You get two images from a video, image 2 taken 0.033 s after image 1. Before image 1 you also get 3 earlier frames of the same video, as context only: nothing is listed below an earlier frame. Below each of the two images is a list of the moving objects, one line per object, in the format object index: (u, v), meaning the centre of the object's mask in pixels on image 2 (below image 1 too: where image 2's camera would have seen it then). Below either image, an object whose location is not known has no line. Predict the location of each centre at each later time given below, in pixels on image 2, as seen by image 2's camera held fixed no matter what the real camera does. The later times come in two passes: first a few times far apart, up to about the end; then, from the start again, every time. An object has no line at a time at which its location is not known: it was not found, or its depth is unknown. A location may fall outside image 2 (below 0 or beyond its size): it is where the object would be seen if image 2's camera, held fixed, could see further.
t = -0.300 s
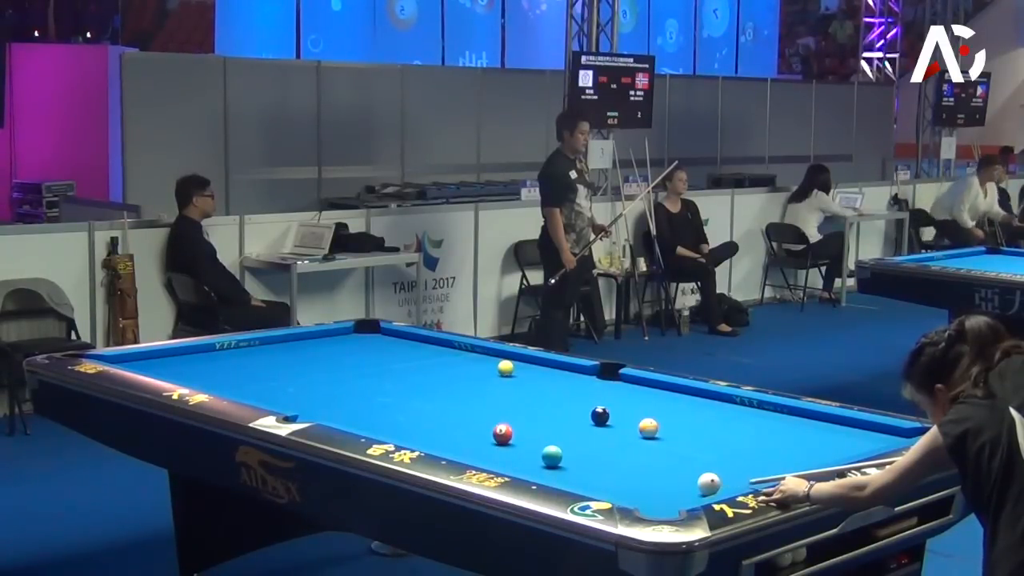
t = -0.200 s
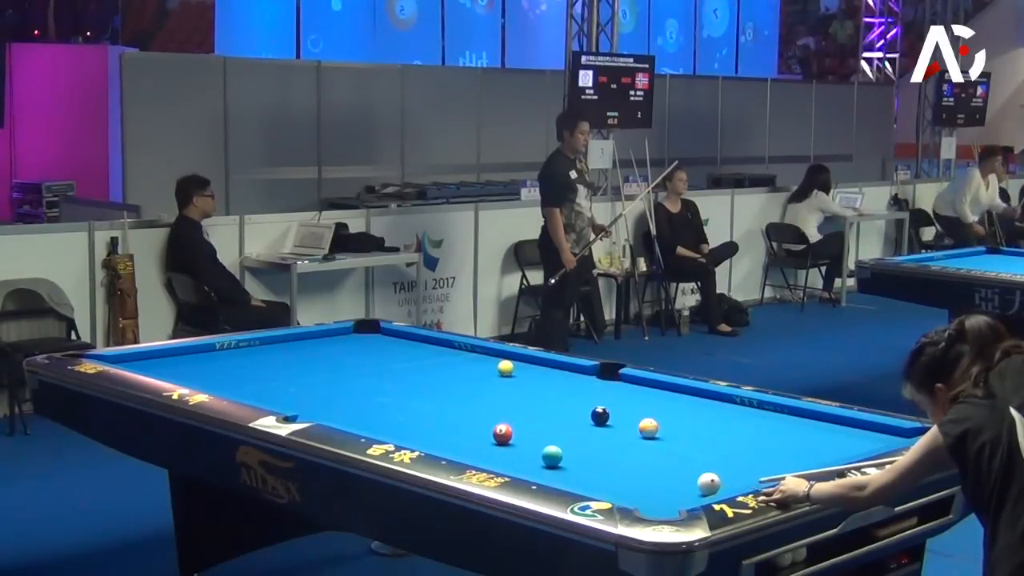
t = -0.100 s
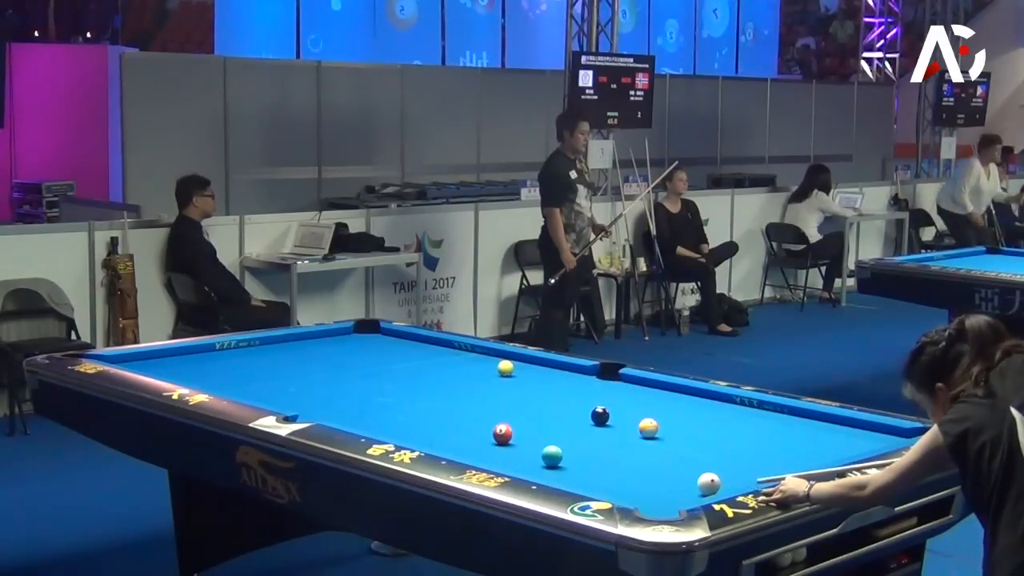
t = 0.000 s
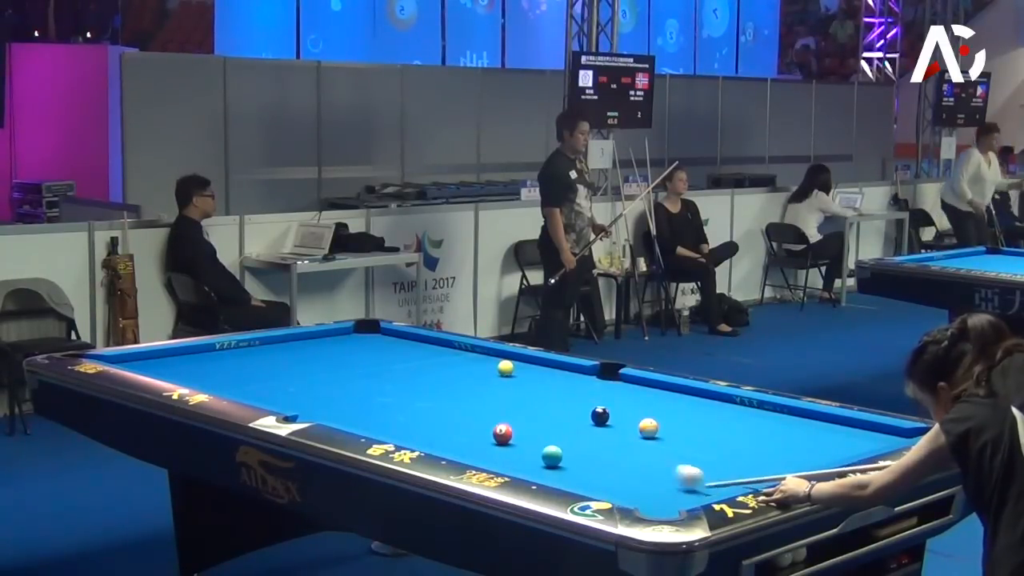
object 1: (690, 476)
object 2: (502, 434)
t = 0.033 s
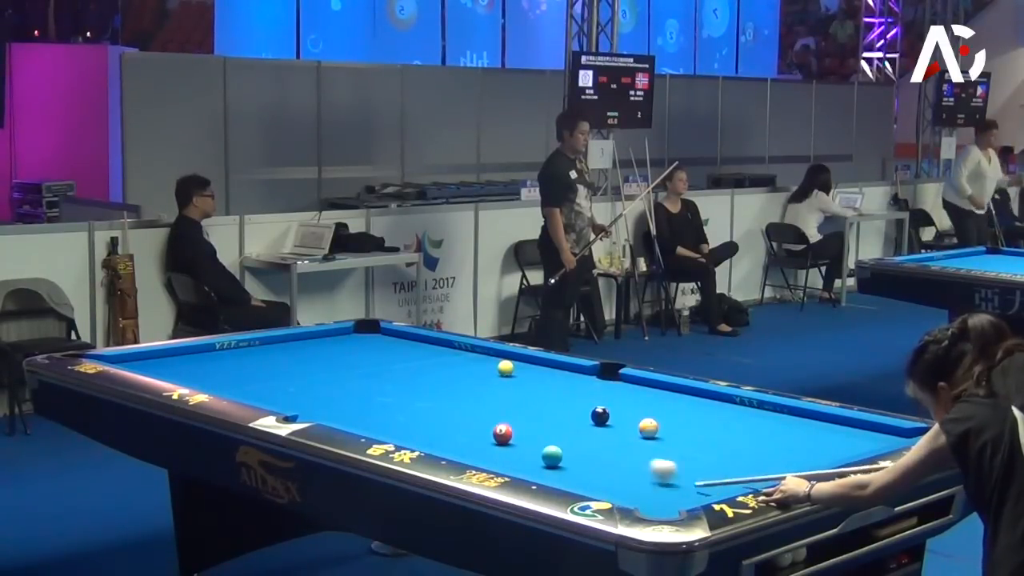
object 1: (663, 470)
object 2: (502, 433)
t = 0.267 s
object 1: (520, 436)
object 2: (498, 433)
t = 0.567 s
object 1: (531, 428)
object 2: (360, 410)
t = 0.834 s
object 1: (539, 422)
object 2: (272, 395)
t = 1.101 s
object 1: (547, 416)
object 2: (194, 379)
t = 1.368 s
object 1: (553, 411)
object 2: (135, 366)
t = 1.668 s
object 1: (560, 406)
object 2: (101, 358)
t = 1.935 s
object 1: (566, 402)
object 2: (113, 357)
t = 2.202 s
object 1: (571, 398)
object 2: (123, 359)
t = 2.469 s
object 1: (576, 395)
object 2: (132, 360)
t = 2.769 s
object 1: (580, 392)
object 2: (140, 361)
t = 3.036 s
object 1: (584, 390)
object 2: (146, 361)
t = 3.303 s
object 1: (587, 388)
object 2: (150, 361)
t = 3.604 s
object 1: (591, 386)
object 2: (154, 362)
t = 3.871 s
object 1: (594, 385)
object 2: (154, 362)
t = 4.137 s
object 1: (596, 384)
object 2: (154, 362)
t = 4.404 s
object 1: (597, 383)
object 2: (154, 362)
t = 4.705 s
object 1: (599, 383)
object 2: (154, 362)
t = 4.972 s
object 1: (599, 383)
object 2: (154, 362)
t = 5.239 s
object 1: (598, 383)
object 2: (154, 362)
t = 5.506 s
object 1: (598, 383)
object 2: (154, 362)
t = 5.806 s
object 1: (599, 384)
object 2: (154, 362)
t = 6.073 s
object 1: (599, 383)
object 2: (154, 362)
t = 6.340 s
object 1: (598, 383)
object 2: (154, 362)
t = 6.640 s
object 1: (598, 383)
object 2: (154, 362)
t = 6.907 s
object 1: (598, 383)
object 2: (154, 362)
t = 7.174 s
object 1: (598, 383)
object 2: (154, 362)
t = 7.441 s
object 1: (598, 383)
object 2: (154, 362)
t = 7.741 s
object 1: (598, 383)
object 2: (154, 362)
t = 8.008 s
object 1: (598, 383)
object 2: (154, 362)
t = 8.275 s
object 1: (598, 383)
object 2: (154, 362)
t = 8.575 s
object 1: (598, 383)
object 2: (154, 362)
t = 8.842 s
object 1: (598, 383)
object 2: (154, 362)
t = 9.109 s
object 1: (599, 383)
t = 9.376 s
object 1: (599, 383)
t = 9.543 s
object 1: (599, 383)
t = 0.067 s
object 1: (638, 466)
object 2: (503, 434)
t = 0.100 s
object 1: (614, 460)
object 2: (502, 433)
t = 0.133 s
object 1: (592, 454)
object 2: (502, 433)
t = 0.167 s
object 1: (572, 450)
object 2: (503, 434)
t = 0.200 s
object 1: (552, 440)
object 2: (502, 433)
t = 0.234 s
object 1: (533, 440)
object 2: (502, 434)
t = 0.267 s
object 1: (520, 436)
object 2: (498, 433)
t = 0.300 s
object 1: (522, 435)
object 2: (480, 430)
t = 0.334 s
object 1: (523, 434)
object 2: (462, 427)
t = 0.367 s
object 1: (525, 433)
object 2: (446, 424)
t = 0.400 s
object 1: (526, 433)
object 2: (429, 421)
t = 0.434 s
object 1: (527, 432)
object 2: (414, 419)
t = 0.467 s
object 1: (528, 431)
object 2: (399, 417)
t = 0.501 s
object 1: (529, 430)
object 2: (386, 414)
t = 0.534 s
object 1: (530, 429)
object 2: (373, 412)
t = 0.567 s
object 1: (531, 428)
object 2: (360, 410)
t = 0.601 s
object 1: (532, 428)
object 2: (348, 408)
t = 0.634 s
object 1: (533, 427)
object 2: (337, 406)
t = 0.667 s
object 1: (534, 426)
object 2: (326, 404)
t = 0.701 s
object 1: (535, 425)
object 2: (315, 402)
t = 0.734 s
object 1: (536, 424)
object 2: (304, 401)
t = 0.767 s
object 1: (537, 423)
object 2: (294, 399)
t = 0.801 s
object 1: (538, 423)
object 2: (283, 397)
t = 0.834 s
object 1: (539, 422)
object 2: (272, 395)
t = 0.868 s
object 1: (540, 421)
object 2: (262, 393)
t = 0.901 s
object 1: (541, 421)
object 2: (252, 391)
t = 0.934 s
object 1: (542, 420)
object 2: (242, 389)
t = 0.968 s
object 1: (543, 419)
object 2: (233, 387)
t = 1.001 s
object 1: (544, 418)
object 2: (223, 385)
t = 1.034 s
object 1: (545, 418)
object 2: (213, 383)
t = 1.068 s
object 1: (546, 417)
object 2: (204, 382)
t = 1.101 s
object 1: (547, 416)
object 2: (194, 379)
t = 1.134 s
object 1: (548, 416)
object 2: (185, 378)
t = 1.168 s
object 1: (548, 415)
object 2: (176, 376)
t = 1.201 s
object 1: (549, 415)
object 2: (167, 374)
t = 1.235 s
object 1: (550, 413)
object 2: (158, 372)
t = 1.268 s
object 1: (551, 413)
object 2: (150, 370)
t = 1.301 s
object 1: (552, 412)
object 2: (145, 369)
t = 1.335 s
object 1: (553, 412)
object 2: (140, 367)
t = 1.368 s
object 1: (553, 411)
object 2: (135, 366)
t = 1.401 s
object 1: (554, 411)
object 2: (130, 364)
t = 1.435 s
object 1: (555, 410)
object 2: (125, 363)
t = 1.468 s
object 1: (555, 409)
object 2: (121, 361)
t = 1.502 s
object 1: (557, 409)
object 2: (116, 360)
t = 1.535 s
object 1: (557, 408)
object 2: (111, 358)
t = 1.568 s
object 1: (558, 408)
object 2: (108, 357)
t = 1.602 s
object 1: (559, 407)
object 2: (105, 357)
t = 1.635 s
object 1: (560, 407)
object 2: (102, 358)
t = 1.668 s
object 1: (560, 406)
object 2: (101, 358)
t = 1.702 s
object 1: (561, 405)
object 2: (103, 358)
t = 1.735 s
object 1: (562, 405)
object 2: (105, 358)
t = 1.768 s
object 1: (563, 404)
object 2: (106, 358)
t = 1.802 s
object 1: (563, 404)
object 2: (108, 357)
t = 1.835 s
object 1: (564, 403)
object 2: (109, 357)
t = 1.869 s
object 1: (565, 403)
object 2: (110, 357)
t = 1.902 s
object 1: (565, 402)
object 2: (112, 357)
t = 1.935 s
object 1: (566, 402)
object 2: (113, 357)
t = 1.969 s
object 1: (567, 401)
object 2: (114, 357)
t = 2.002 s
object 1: (567, 401)
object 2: (116, 358)
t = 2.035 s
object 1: (568, 400)
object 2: (117, 358)
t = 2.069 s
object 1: (569, 400)
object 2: (118, 358)
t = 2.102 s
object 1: (569, 400)
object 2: (119, 358)
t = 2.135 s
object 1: (570, 399)
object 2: (120, 358)
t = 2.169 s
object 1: (570, 399)
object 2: (122, 359)
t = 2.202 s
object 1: (571, 398)
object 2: (123, 359)
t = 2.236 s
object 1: (572, 398)
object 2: (124, 359)
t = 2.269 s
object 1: (572, 398)
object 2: (125, 359)
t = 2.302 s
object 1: (573, 397)
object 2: (127, 359)
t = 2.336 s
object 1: (573, 397)
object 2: (128, 360)
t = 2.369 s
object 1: (574, 396)
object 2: (129, 360)
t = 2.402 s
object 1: (575, 396)
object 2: (130, 360)
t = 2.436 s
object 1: (575, 396)
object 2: (131, 360)
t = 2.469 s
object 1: (576, 395)
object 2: (132, 360)
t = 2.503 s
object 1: (576, 395)
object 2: (133, 360)
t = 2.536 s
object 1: (577, 394)
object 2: (134, 360)
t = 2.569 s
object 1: (577, 394)
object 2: (135, 360)
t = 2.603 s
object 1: (578, 394)
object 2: (135, 360)
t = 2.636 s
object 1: (578, 393)
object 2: (137, 360)
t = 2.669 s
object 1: (579, 393)
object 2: (138, 361)
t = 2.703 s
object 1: (579, 393)
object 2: (138, 361)
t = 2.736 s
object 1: (580, 393)
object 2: (139, 361)
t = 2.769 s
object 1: (580, 392)
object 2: (140, 361)
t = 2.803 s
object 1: (581, 392)
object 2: (141, 361)
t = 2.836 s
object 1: (581, 392)
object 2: (142, 361)
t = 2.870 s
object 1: (582, 391)
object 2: (143, 361)
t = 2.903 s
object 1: (582, 391)
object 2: (143, 361)
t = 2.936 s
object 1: (582, 390)
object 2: (144, 361)
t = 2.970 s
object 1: (583, 390)
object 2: (144, 361)
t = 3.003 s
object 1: (584, 390)
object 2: (145, 361)
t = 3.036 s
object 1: (584, 390)
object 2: (146, 361)
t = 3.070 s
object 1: (584, 389)
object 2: (146, 361)
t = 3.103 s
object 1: (585, 389)
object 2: (147, 361)
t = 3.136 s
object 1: (585, 390)
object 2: (148, 361)
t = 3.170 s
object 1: (586, 389)
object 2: (148, 361)
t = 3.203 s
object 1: (586, 389)
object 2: (149, 361)
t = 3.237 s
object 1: (586, 388)
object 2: (149, 361)
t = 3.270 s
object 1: (587, 388)
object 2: (150, 361)
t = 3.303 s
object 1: (587, 388)
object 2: (150, 361)
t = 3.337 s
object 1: (588, 388)
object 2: (151, 361)
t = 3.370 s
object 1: (588, 387)
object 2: (151, 362)
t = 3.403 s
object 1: (588, 387)
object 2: (152, 362)
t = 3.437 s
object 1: (589, 387)
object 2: (152, 362)
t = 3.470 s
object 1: (589, 387)
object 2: (153, 362)
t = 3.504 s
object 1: (590, 387)
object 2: (153, 362)
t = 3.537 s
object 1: (590, 387)
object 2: (153, 362)
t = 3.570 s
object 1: (591, 387)
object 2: (153, 362)
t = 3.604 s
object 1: (591, 386)
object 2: (154, 362)
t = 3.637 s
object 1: (592, 386)
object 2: (154, 362)
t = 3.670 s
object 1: (592, 386)
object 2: (154, 362)
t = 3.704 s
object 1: (592, 386)
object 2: (154, 362)
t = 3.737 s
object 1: (593, 386)
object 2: (154, 362)
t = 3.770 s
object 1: (593, 386)
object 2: (154, 362)
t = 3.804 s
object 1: (593, 385)
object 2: (154, 362)
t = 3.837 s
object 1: (593, 385)
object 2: (154, 362)
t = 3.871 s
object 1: (594, 385)
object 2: (154, 362)
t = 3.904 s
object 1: (594, 385)
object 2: (154, 362)
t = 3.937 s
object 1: (594, 385)
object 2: (154, 362)
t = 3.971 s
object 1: (595, 385)
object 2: (154, 362)
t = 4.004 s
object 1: (595, 385)
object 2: (154, 362)
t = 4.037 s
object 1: (595, 385)
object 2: (154, 362)
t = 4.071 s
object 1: (595, 384)
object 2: (154, 362)
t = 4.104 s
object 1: (596, 384)
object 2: (154, 362)
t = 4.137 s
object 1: (596, 384)
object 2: (154, 362)
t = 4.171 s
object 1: (596, 384)
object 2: (154, 362)
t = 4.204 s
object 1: (596, 384)
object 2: (154, 362)
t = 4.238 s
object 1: (596, 384)
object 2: (154, 362)
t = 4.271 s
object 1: (597, 384)
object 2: (154, 362)
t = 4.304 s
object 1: (597, 384)
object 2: (154, 362)
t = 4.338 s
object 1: (597, 384)
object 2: (154, 362)
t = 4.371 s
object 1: (597, 383)
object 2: (154, 362)
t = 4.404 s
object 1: (597, 383)
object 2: (154, 362)
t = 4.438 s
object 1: (598, 383)
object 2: (154, 362)
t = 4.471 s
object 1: (598, 383)
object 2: (154, 362)
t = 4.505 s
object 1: (598, 383)
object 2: (154, 362)
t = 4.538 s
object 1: (598, 383)
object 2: (154, 362)
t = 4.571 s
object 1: (598, 383)
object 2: (154, 362)
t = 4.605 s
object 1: (599, 383)
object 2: (154, 362)
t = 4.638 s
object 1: (599, 383)
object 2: (154, 362)
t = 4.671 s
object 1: (599, 383)
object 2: (154, 362)
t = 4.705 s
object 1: (599, 383)
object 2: (154, 362)
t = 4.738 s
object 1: (599, 383)
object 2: (154, 362)
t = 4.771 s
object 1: (599, 383)
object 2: (154, 362)
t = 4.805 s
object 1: (599, 383)
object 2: (154, 362)
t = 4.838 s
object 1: (599, 383)
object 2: (154, 362)
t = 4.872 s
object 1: (599, 383)
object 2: (154, 362)
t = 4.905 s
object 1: (599, 383)
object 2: (155, 362)
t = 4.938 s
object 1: (599, 383)
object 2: (155, 362)
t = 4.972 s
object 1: (599, 383)
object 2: (154, 362)
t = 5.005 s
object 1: (599, 383)
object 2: (154, 362)
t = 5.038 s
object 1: (599, 384)
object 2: (154, 362)
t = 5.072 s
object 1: (599, 383)
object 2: (154, 362)
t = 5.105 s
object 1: (599, 384)
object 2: (154, 362)
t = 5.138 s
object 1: (599, 383)
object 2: (154, 362)
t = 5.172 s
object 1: (598, 383)
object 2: (154, 362)
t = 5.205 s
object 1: (598, 383)
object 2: (154, 362)
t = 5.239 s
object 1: (598, 383)
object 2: (154, 362)
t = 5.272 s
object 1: (599, 383)
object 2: (154, 362)
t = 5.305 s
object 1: (599, 383)
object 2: (154, 362)
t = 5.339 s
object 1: (598, 383)
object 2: (154, 362)
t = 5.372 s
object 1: (599, 384)
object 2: (154, 362)
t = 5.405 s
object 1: (599, 383)
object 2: (154, 362)
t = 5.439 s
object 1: (599, 383)
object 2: (154, 362)
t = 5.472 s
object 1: (599, 384)
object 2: (154, 362)
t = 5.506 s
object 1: (598, 383)
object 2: (154, 362)
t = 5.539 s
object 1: (598, 383)
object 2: (154, 362)
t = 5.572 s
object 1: (598, 383)
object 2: (154, 362)
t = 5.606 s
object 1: (599, 384)
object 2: (154, 362)
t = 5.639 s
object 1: (598, 383)
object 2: (155, 362)
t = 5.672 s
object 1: (599, 383)
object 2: (154, 362)
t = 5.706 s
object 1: (598, 383)
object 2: (154, 362)
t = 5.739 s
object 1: (599, 384)
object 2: (154, 362)
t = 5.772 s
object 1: (599, 384)
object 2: (154, 362)
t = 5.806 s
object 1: (599, 384)
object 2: (154, 362)
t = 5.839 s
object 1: (599, 384)
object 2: (154, 362)
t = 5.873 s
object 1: (599, 383)
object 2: (154, 362)
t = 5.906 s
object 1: (598, 383)
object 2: (154, 362)
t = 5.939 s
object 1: (599, 383)
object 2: (154, 362)
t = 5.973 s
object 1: (599, 383)
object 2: (154, 362)
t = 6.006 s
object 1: (598, 383)
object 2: (154, 362)
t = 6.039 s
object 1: (598, 383)
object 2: (154, 362)
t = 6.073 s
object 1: (599, 383)
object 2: (154, 362)
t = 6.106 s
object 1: (598, 383)
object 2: (154, 362)
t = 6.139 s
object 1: (598, 383)
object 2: (154, 362)
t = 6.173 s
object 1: (598, 383)
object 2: (154, 362)
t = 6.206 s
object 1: (598, 383)
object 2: (154, 362)
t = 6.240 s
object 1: (598, 384)
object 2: (154, 362)
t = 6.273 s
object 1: (598, 383)
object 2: (154, 362)
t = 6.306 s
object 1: (598, 383)
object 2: (154, 362)
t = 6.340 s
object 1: (598, 383)
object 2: (154, 362)
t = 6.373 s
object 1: (598, 383)
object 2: (154, 362)
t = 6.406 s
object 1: (598, 383)
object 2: (154, 362)
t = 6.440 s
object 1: (599, 383)
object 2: (154, 362)
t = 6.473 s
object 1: (598, 383)
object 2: (154, 362)
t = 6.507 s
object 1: (599, 383)
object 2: (154, 362)
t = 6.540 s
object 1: (599, 384)
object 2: (154, 362)
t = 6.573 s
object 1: (598, 383)
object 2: (154, 362)
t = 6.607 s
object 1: (598, 383)
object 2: (154, 362)
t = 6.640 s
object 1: (598, 383)
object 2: (154, 362)
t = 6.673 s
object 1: (598, 383)
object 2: (154, 362)
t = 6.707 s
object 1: (598, 383)
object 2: (154, 362)
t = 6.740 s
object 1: (599, 383)
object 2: (154, 362)
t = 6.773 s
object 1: (598, 383)
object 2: (154, 362)
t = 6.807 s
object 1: (598, 383)
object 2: (154, 362)
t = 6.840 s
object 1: (598, 383)
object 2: (154, 362)
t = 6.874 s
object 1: (598, 383)
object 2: (154, 362)
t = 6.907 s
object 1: (598, 383)
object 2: (154, 362)
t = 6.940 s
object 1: (598, 383)
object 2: (154, 362)
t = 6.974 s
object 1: (598, 383)
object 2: (154, 362)
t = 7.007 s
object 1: (598, 383)
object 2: (154, 362)
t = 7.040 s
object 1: (598, 383)
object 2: (154, 362)
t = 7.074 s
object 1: (598, 383)
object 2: (154, 362)
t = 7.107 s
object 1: (598, 383)
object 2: (154, 362)
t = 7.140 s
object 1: (598, 383)
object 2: (154, 362)
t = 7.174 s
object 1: (598, 383)
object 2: (154, 362)
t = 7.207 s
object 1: (598, 383)
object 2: (154, 362)
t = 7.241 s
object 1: (598, 383)
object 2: (154, 362)
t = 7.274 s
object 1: (598, 383)
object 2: (154, 362)
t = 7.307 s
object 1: (598, 383)
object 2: (154, 362)
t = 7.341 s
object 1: (598, 383)
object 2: (154, 362)
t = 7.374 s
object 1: (598, 383)
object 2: (154, 362)
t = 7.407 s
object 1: (598, 383)
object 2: (154, 362)
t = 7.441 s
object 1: (598, 383)
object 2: (154, 362)
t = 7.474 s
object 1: (598, 383)
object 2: (154, 362)
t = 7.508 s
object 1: (598, 383)
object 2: (154, 362)
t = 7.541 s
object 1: (598, 383)
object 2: (154, 362)
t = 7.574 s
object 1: (598, 383)
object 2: (154, 362)
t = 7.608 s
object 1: (598, 383)
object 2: (154, 362)
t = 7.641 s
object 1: (598, 383)
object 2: (154, 362)
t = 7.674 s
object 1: (598, 383)
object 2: (154, 362)
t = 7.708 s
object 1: (598, 383)
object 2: (154, 362)
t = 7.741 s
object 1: (598, 383)
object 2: (154, 362)
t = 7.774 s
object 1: (598, 383)
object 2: (154, 362)
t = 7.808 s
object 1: (598, 383)
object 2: (154, 362)
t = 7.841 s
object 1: (598, 383)
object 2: (154, 362)
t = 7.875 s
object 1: (598, 383)
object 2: (154, 362)
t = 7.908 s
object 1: (598, 383)
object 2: (154, 362)
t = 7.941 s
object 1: (598, 383)
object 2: (154, 362)
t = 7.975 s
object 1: (599, 383)
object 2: (154, 362)
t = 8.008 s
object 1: (598, 383)
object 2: (154, 362)
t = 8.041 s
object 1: (598, 383)
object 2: (154, 362)
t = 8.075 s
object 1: (598, 383)
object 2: (154, 362)
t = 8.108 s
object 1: (598, 383)
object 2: (154, 362)
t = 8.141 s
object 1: (598, 383)
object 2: (154, 362)
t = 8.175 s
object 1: (598, 383)
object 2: (154, 362)
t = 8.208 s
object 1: (598, 383)
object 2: (154, 362)
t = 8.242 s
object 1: (598, 383)
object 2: (154, 362)
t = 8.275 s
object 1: (598, 383)
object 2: (154, 362)
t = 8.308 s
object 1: (598, 383)
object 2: (154, 362)
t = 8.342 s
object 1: (598, 383)
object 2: (154, 362)
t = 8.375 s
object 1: (598, 383)
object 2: (154, 362)
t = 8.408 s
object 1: (598, 383)
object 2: (154, 362)
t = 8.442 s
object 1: (598, 383)
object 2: (154, 362)
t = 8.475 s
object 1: (598, 383)
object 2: (155, 362)
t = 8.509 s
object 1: (598, 383)
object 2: (154, 362)
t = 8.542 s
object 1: (598, 383)
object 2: (154, 362)
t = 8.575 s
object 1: (598, 383)
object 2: (154, 362)
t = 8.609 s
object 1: (598, 383)
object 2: (154, 362)
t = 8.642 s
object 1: (598, 383)
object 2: (154, 362)
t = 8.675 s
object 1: (598, 383)
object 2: (154, 362)
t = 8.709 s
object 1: (598, 383)
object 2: (154, 362)
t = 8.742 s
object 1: (598, 383)
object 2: (154, 362)
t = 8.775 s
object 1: (598, 383)
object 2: (154, 362)
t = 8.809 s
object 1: (598, 383)
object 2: (154, 362)
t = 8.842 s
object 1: (598, 383)
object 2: (154, 362)
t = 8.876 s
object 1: (598, 383)
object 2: (154, 362)
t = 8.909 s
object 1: (598, 383)
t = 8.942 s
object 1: (598, 383)
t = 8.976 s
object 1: (599, 383)
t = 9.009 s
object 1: (599, 383)
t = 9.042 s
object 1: (598, 383)
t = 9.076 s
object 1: (598, 383)
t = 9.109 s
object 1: (599, 383)
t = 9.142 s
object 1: (598, 383)
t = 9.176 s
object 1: (599, 383)
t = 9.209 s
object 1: (598, 383)
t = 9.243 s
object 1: (599, 383)
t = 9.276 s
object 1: (598, 383)
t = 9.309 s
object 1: (599, 383)
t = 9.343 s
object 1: (598, 383)
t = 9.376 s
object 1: (599, 383)
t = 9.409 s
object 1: (598, 383)
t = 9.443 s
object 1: (598, 383)
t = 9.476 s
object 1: (599, 383)
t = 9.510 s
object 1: (599, 383)
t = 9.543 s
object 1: (599, 383)
